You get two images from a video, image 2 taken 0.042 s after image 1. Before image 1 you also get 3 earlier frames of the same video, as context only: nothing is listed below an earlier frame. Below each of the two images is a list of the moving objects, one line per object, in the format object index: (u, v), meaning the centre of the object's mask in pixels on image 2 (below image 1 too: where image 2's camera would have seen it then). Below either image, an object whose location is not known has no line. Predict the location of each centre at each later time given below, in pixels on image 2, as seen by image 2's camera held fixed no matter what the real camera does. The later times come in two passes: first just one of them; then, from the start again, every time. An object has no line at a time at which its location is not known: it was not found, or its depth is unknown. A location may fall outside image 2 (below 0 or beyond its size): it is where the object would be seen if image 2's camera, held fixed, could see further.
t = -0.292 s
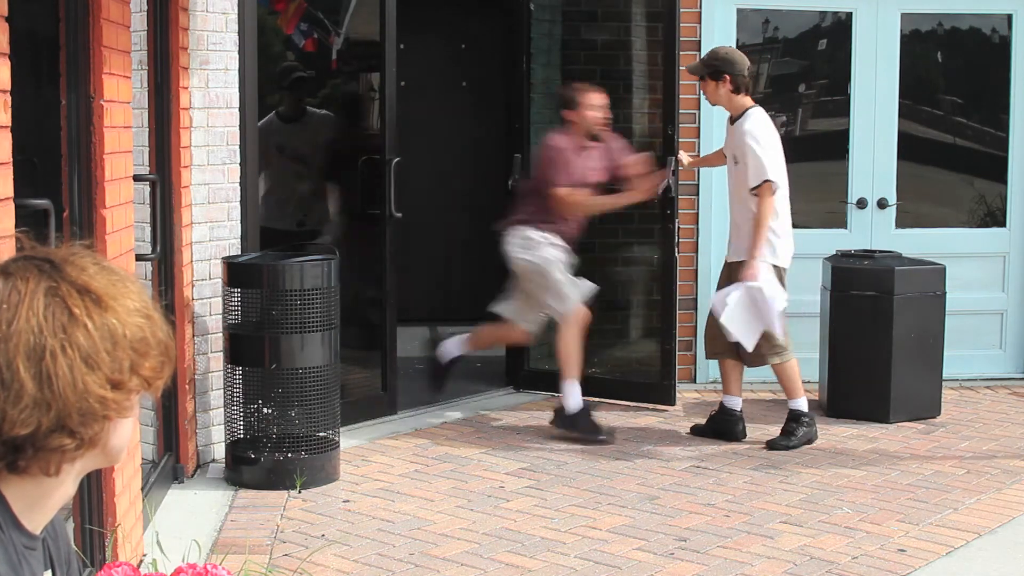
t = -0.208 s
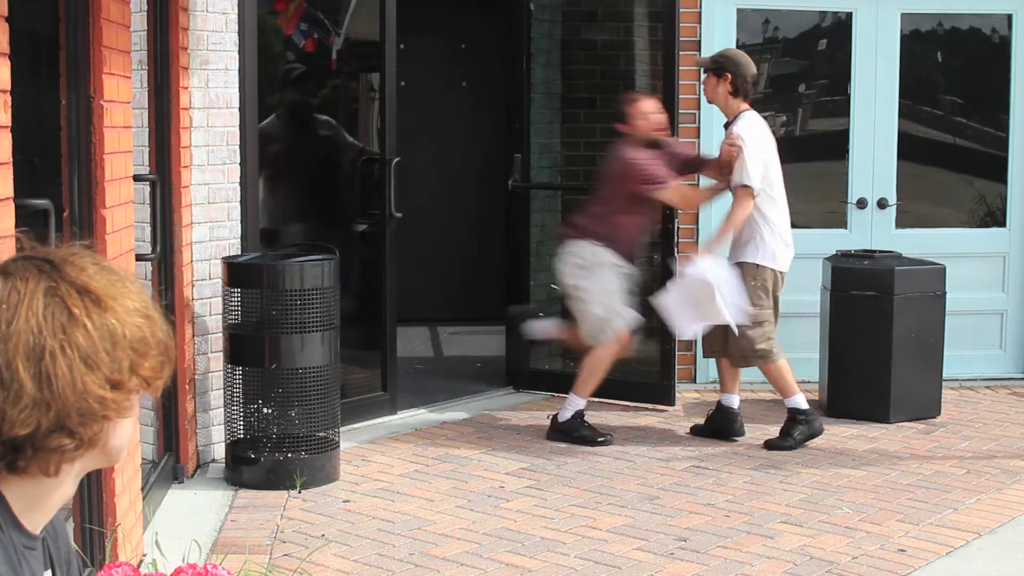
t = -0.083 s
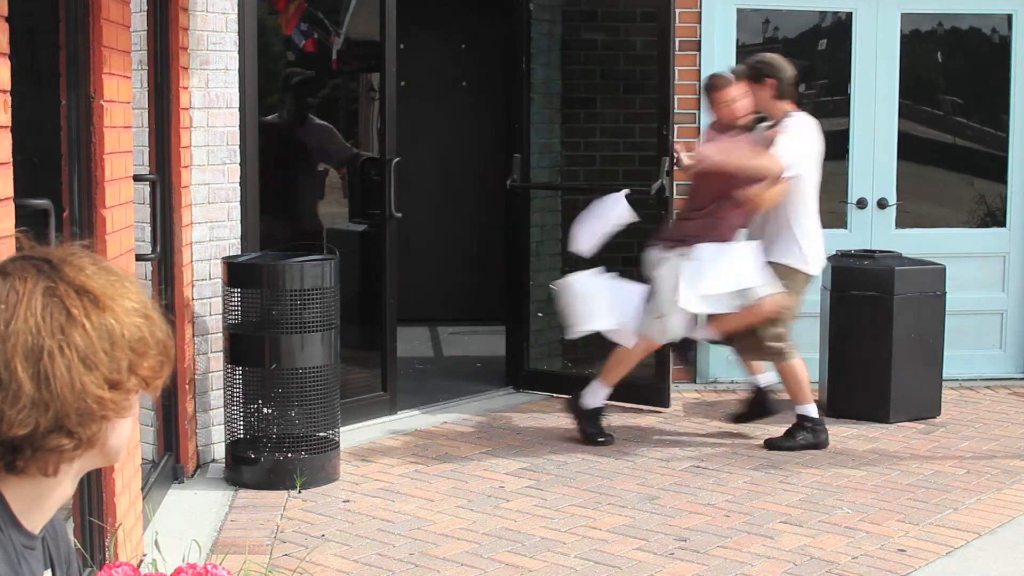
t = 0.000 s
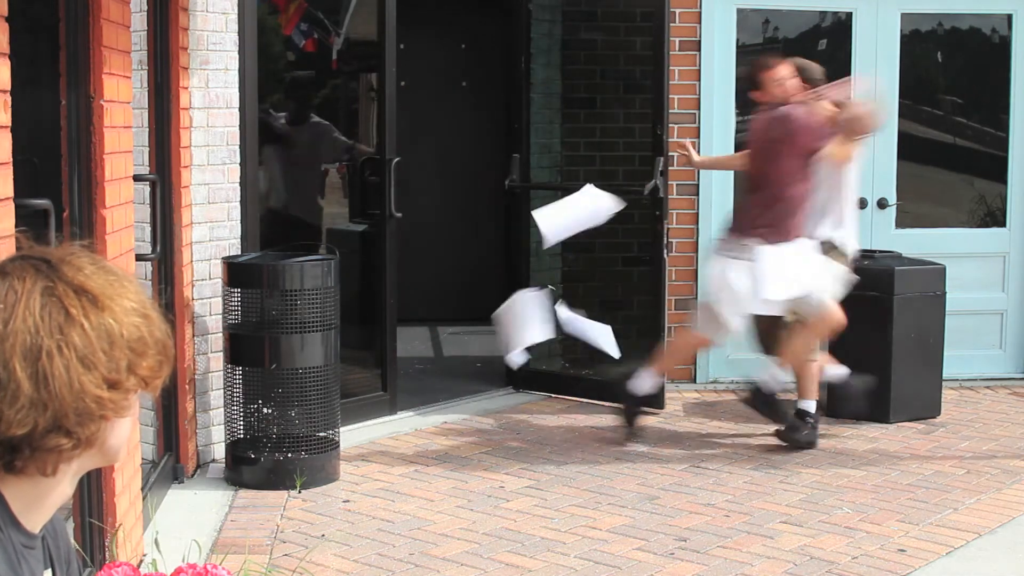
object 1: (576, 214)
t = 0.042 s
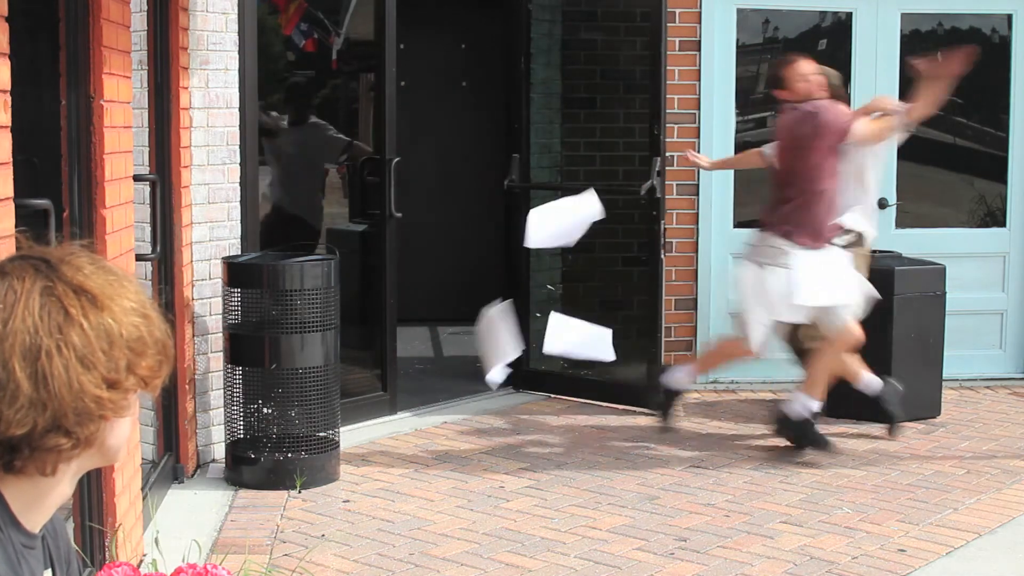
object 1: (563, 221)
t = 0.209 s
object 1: (503, 242)
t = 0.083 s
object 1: (536, 219)
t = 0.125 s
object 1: (533, 227)
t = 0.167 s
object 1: (515, 233)
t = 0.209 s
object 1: (503, 242)
